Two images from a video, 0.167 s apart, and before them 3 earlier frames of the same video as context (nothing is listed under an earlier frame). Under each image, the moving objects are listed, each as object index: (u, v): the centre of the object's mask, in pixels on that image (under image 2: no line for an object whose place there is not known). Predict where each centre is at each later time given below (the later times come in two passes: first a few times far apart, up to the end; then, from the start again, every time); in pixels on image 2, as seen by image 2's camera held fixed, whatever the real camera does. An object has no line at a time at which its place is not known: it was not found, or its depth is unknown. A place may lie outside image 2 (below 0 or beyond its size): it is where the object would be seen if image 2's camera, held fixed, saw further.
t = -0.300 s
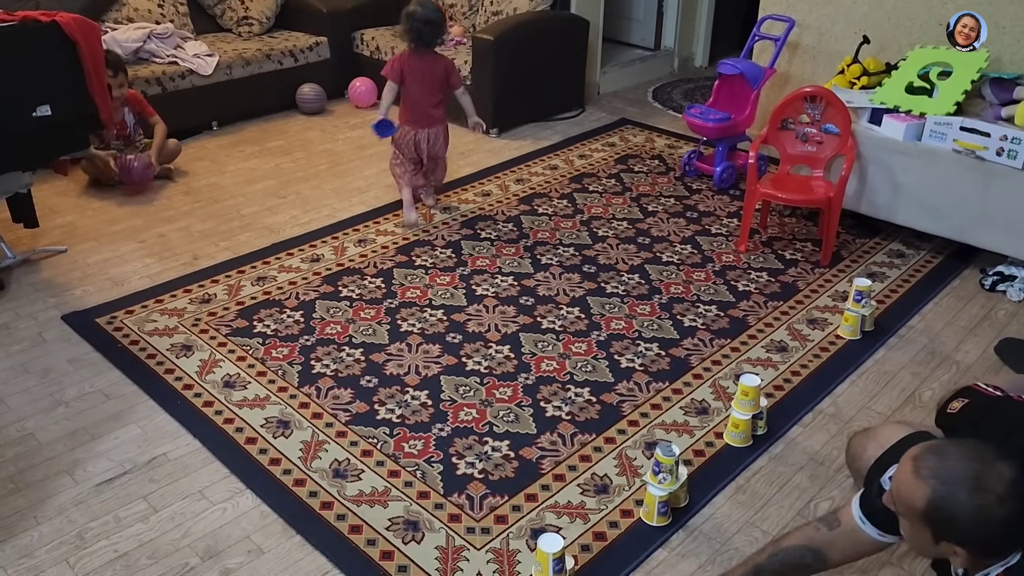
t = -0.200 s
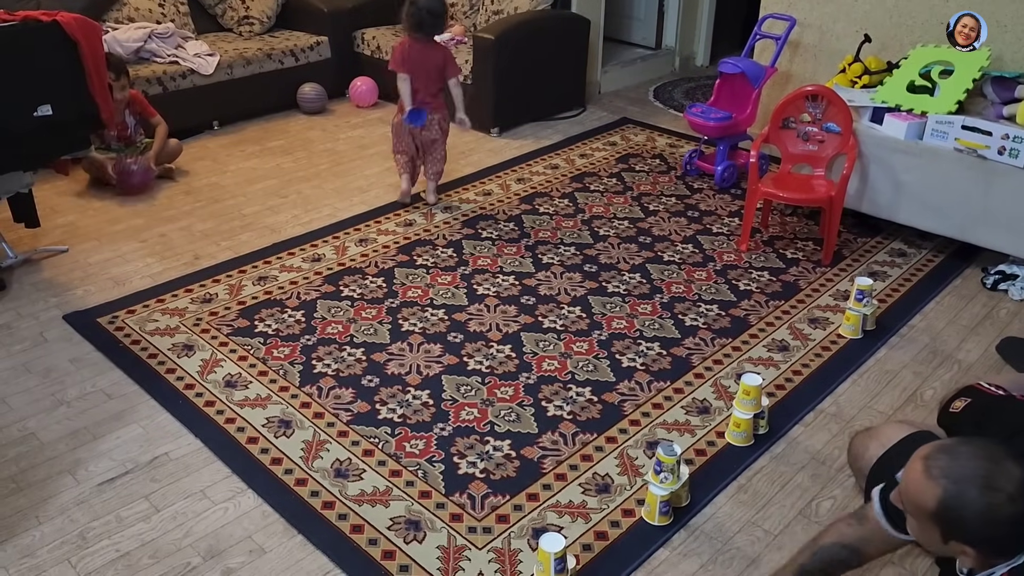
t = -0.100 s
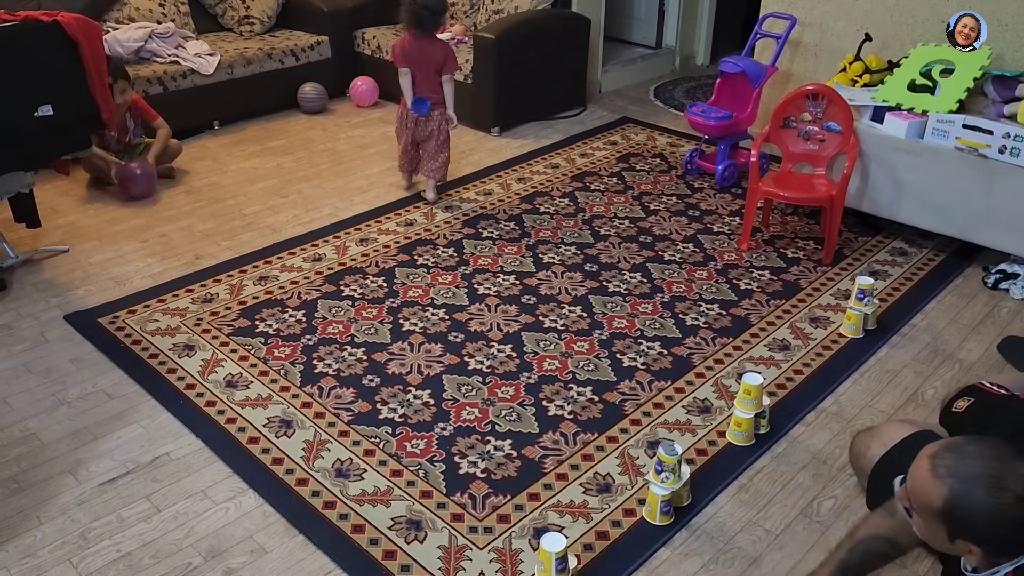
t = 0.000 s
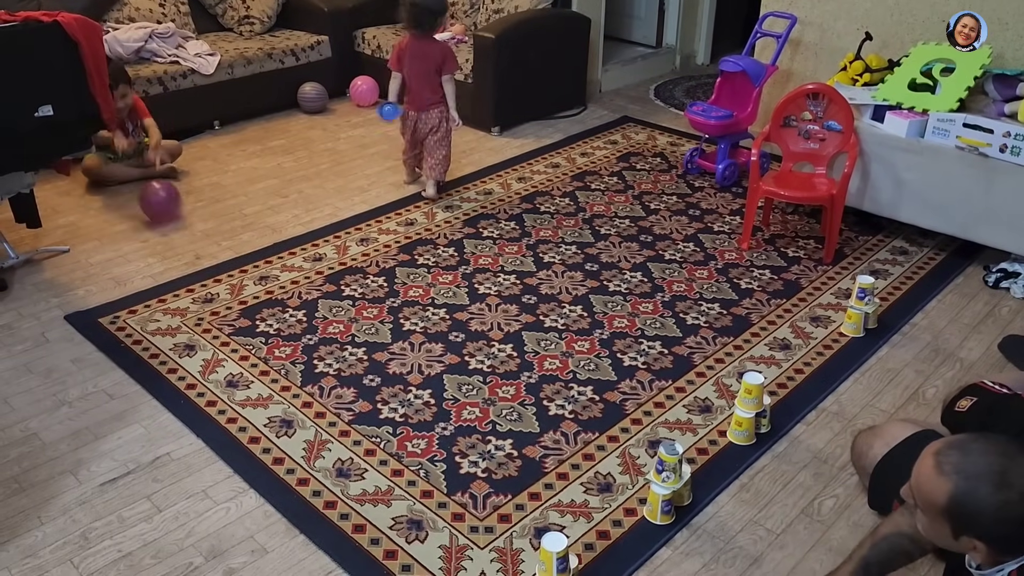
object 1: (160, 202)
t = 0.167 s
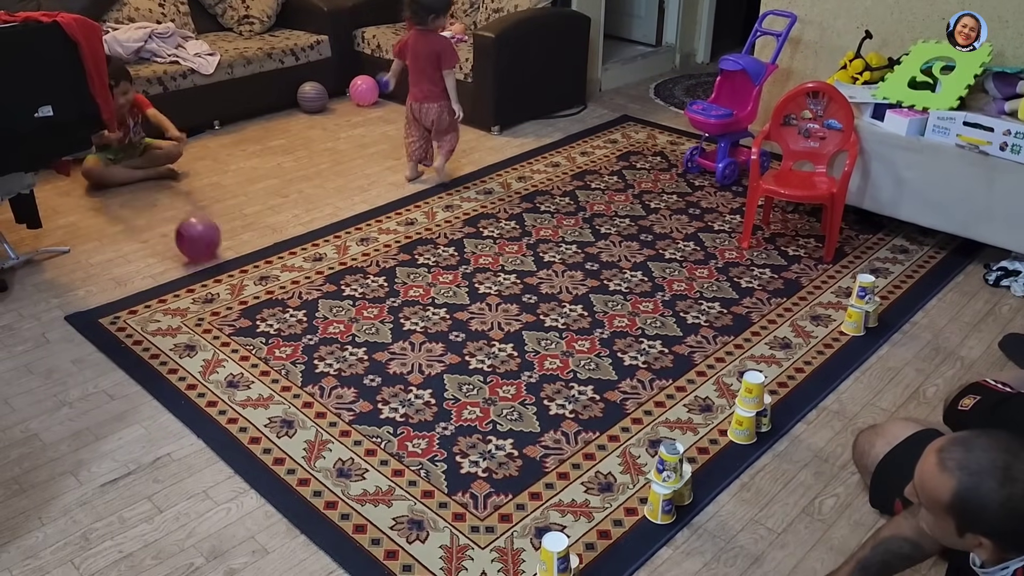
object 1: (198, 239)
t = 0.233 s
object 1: (213, 254)
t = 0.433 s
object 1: (255, 304)
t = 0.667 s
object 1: (312, 377)
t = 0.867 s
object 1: (366, 463)
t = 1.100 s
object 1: (438, 575)
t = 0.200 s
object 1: (205, 244)
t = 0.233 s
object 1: (213, 254)
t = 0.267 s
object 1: (220, 261)
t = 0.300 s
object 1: (227, 270)
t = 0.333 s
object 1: (234, 277)
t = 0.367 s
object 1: (240, 286)
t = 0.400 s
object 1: (248, 296)
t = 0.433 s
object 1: (255, 304)
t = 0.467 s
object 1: (264, 314)
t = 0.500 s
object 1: (272, 324)
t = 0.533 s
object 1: (280, 334)
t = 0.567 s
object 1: (288, 344)
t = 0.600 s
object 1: (296, 355)
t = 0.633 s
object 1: (304, 366)
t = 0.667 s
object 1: (312, 377)
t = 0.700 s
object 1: (320, 390)
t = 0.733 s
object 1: (329, 402)
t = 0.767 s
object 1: (339, 414)
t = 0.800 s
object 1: (348, 431)
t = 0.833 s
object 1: (357, 446)
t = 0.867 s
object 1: (366, 463)
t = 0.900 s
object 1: (375, 478)
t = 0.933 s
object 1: (385, 494)
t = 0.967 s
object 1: (395, 510)
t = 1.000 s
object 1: (405, 526)
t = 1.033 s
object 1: (416, 547)
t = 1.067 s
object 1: (427, 562)
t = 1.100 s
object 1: (438, 575)
